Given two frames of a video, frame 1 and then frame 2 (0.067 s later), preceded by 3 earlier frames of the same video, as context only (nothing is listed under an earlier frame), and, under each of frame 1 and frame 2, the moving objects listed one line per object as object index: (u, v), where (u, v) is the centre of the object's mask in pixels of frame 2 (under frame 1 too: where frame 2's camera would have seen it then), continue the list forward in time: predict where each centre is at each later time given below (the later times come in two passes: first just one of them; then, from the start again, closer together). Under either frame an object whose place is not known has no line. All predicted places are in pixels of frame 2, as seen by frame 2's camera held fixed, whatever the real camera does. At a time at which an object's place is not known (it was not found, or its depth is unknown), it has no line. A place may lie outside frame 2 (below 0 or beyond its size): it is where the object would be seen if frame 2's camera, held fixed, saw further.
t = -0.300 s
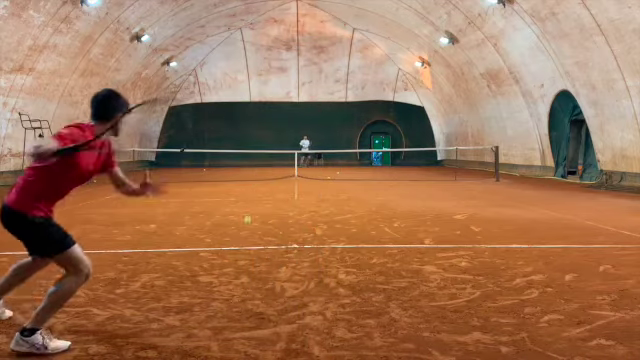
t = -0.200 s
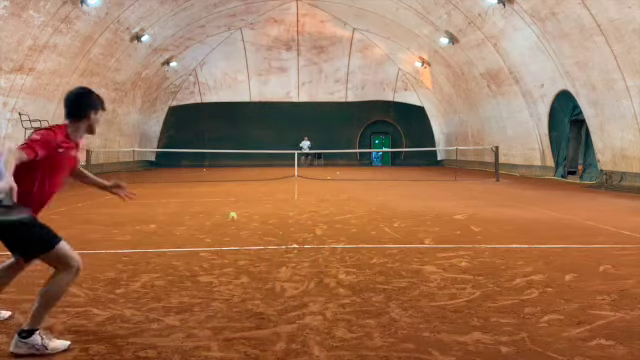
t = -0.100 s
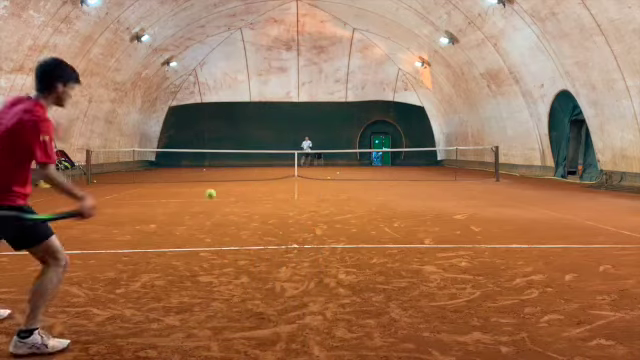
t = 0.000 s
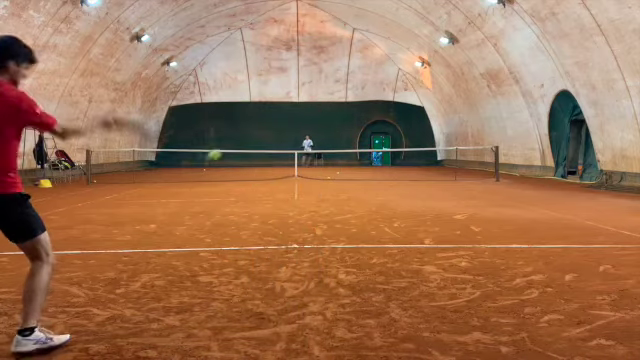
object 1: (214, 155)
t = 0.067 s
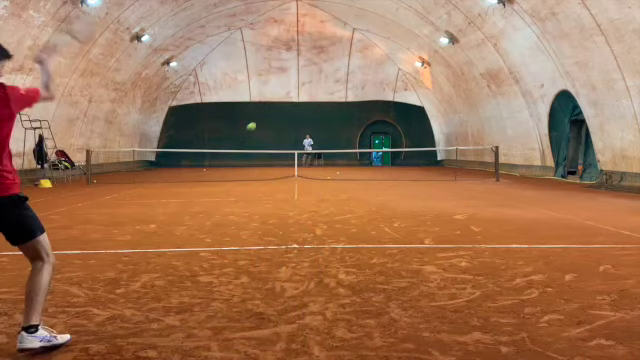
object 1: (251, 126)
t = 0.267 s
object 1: (289, 111)
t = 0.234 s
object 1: (285, 111)
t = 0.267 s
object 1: (289, 111)
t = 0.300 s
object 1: (292, 111)
